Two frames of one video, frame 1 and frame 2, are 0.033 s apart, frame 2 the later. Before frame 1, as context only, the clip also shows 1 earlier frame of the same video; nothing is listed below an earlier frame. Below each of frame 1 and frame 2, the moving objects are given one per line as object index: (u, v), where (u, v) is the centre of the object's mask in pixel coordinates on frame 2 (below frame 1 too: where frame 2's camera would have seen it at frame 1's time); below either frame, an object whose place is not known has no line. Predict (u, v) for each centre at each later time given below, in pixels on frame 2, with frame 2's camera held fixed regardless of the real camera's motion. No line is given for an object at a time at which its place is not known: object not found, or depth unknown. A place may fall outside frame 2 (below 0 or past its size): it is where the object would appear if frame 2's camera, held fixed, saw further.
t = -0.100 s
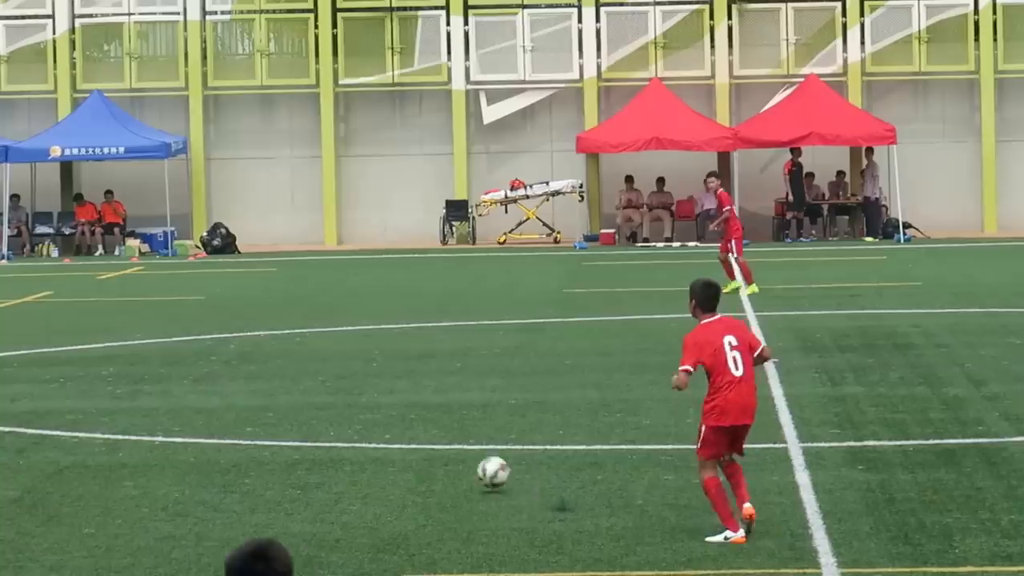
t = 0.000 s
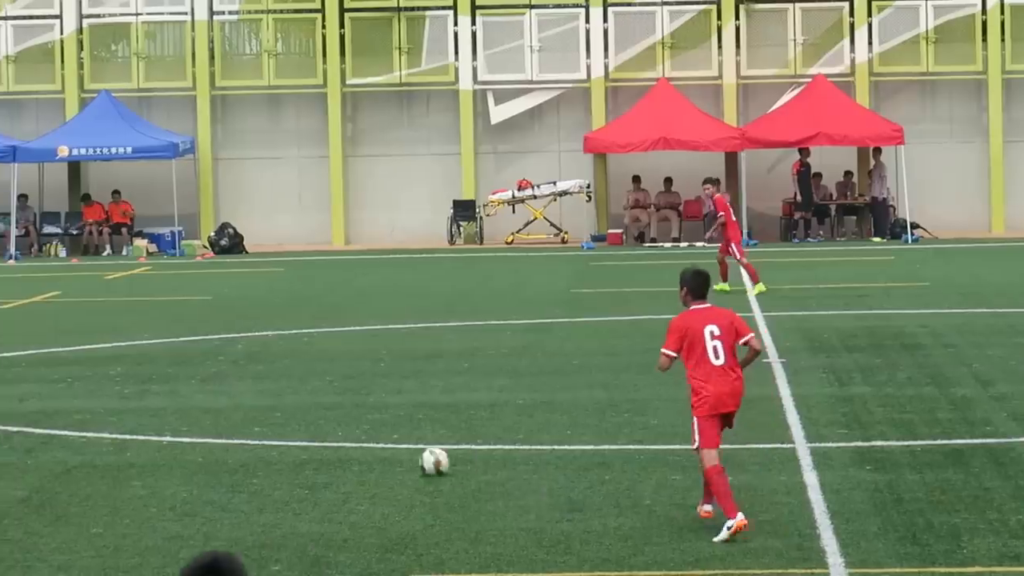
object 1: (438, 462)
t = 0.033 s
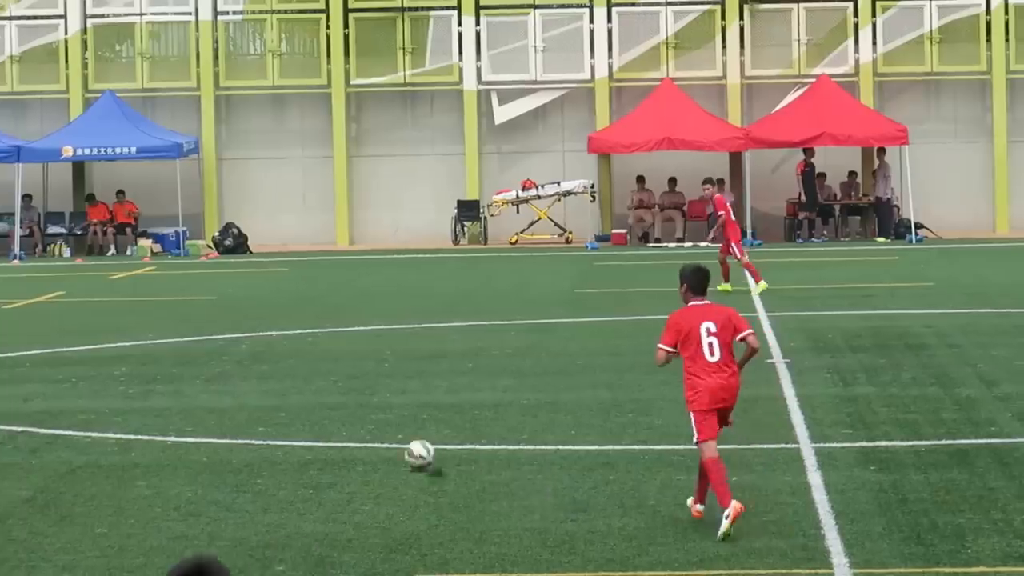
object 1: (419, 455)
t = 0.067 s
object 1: (402, 447)
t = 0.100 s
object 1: (384, 442)
